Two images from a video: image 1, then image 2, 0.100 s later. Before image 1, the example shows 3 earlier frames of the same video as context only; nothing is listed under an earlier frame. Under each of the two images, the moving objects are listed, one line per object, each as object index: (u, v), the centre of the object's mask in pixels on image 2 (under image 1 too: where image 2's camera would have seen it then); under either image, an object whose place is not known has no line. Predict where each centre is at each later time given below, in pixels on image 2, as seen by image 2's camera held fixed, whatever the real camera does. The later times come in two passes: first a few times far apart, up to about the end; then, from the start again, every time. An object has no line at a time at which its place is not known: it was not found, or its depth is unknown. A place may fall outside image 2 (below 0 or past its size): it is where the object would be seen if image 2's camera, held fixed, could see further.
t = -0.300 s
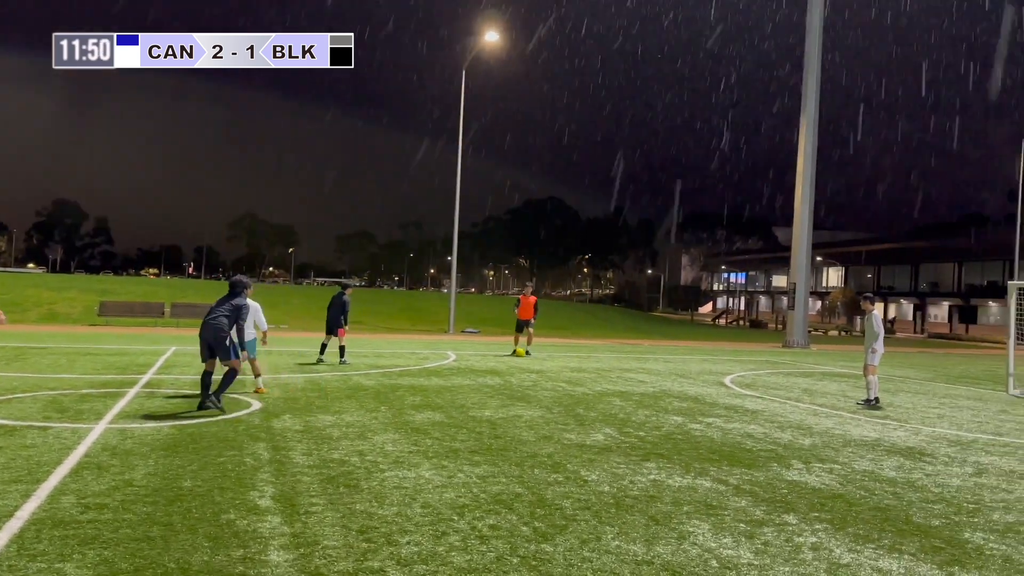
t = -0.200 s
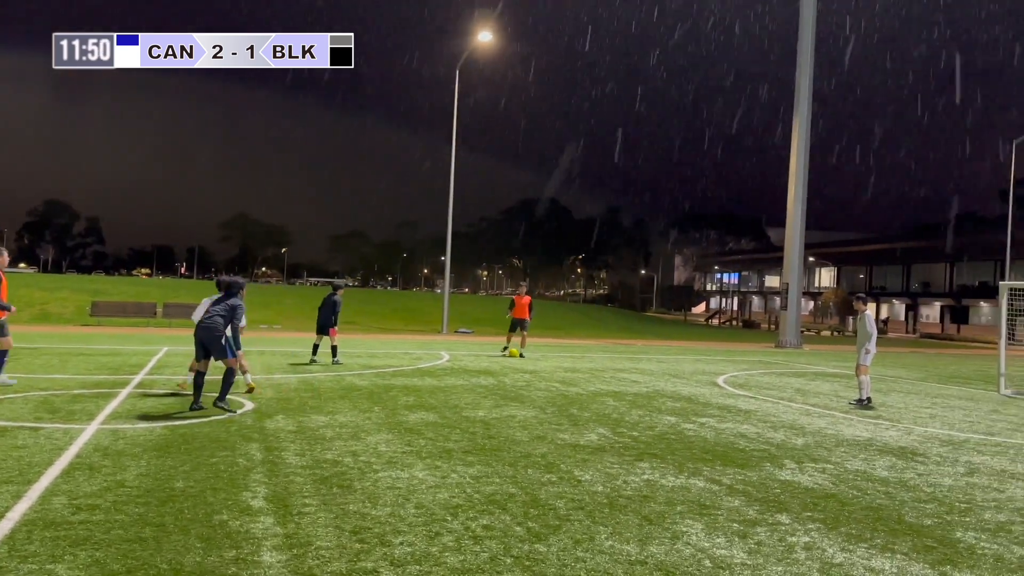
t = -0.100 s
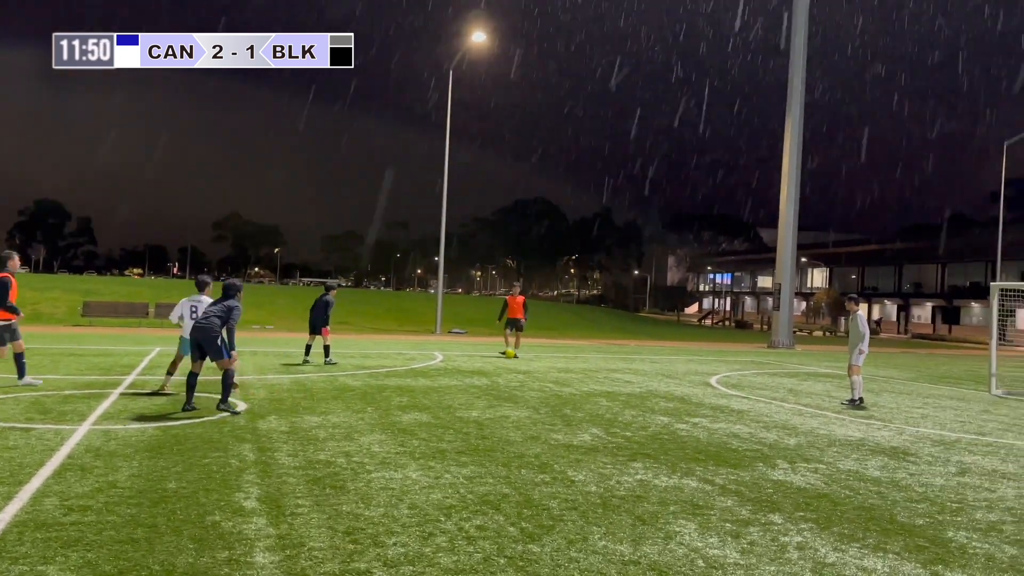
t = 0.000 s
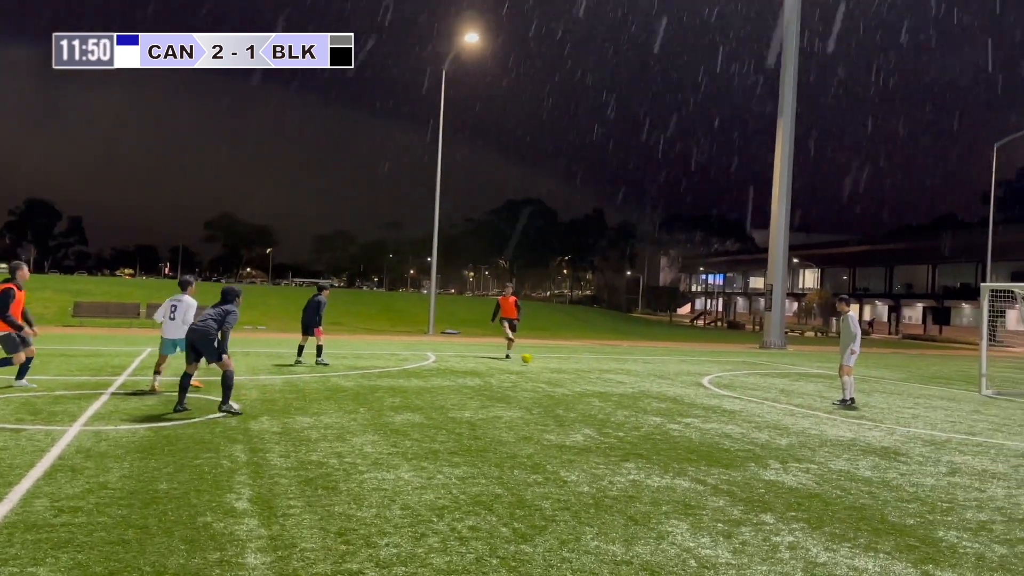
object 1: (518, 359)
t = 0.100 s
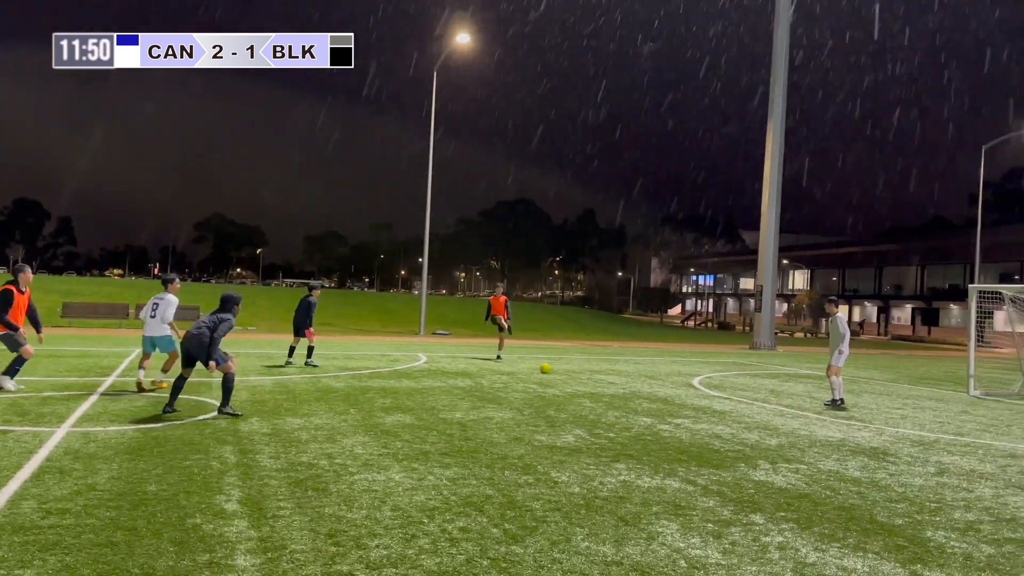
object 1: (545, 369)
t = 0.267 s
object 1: (600, 380)
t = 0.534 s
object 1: (722, 409)
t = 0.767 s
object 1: (883, 447)
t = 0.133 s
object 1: (555, 370)
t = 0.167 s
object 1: (565, 371)
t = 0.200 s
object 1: (576, 373)
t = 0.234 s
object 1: (588, 376)
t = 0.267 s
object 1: (600, 380)
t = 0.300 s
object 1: (613, 384)
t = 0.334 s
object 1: (626, 388)
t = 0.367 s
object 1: (640, 390)
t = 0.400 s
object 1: (655, 394)
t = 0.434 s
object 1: (670, 398)
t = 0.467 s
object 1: (686, 401)
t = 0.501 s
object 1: (703, 404)
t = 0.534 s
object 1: (722, 409)
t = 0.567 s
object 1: (741, 415)
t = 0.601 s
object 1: (761, 418)
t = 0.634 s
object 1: (783, 423)
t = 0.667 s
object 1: (805, 428)
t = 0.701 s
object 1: (830, 435)
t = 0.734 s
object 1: (855, 440)
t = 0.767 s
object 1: (883, 447)
